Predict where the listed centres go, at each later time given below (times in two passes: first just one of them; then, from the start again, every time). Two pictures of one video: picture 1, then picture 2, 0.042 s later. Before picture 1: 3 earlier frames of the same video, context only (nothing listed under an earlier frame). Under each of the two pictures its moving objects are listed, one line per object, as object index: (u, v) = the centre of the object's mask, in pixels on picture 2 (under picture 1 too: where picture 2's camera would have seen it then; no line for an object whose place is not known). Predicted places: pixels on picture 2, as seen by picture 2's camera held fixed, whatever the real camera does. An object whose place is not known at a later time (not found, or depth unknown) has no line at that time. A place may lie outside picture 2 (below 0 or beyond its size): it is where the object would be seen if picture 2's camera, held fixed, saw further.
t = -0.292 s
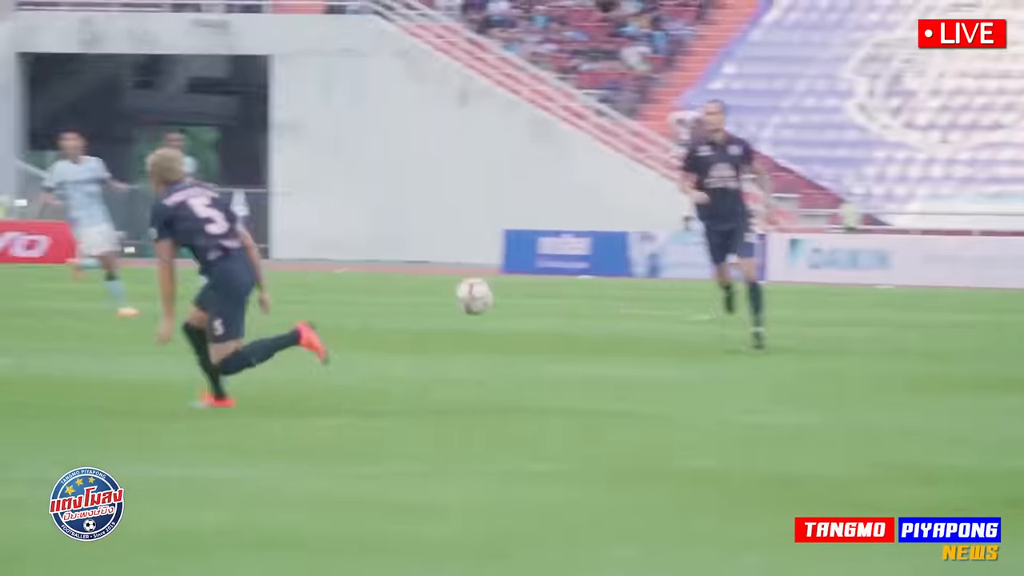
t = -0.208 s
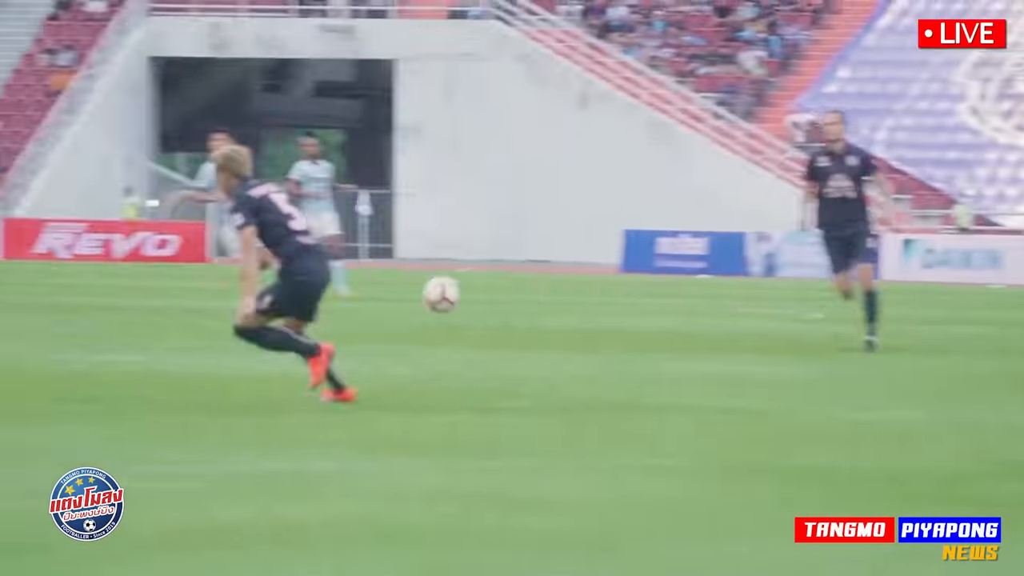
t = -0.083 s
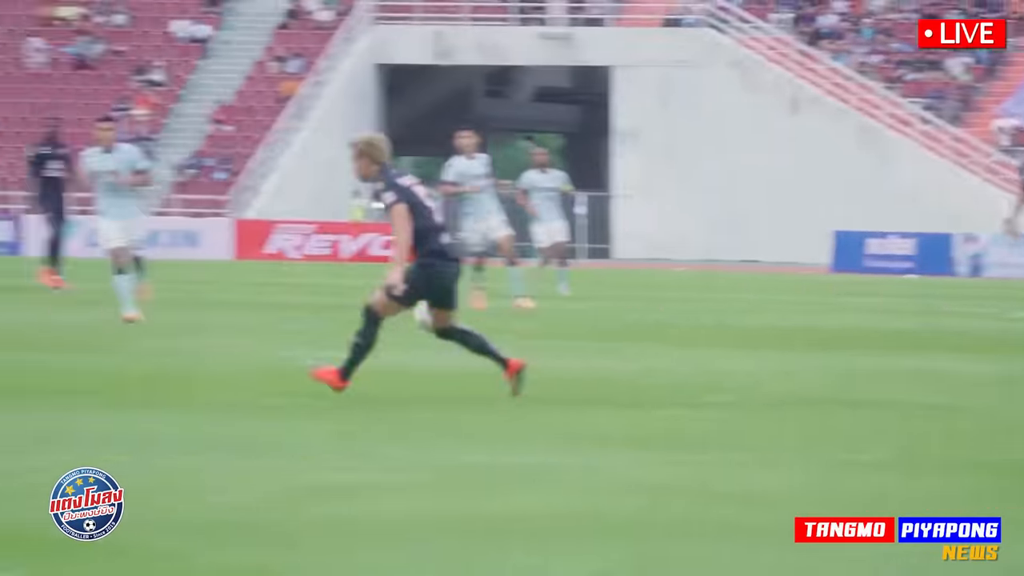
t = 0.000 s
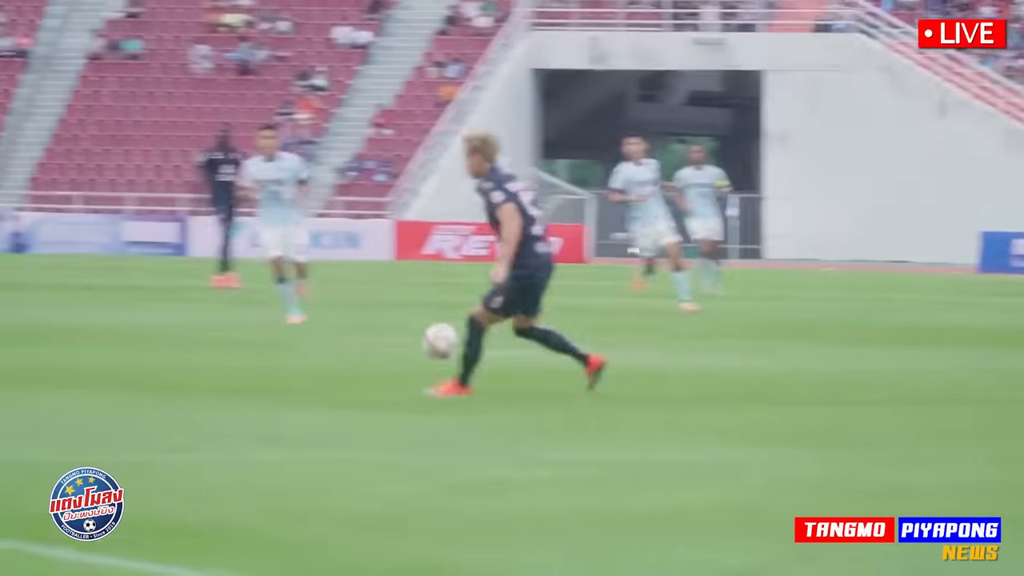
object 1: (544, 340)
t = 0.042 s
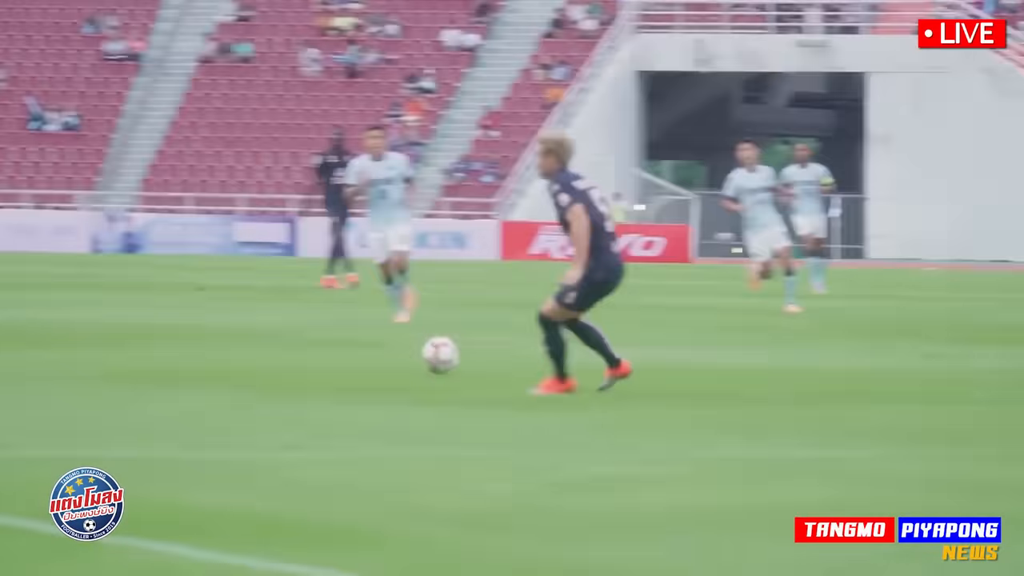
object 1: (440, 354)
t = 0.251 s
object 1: (113, 317)
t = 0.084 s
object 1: (376, 339)
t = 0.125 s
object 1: (313, 330)
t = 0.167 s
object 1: (248, 322)
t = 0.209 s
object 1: (181, 318)
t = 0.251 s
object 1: (113, 317)
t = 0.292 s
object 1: (41, 319)
